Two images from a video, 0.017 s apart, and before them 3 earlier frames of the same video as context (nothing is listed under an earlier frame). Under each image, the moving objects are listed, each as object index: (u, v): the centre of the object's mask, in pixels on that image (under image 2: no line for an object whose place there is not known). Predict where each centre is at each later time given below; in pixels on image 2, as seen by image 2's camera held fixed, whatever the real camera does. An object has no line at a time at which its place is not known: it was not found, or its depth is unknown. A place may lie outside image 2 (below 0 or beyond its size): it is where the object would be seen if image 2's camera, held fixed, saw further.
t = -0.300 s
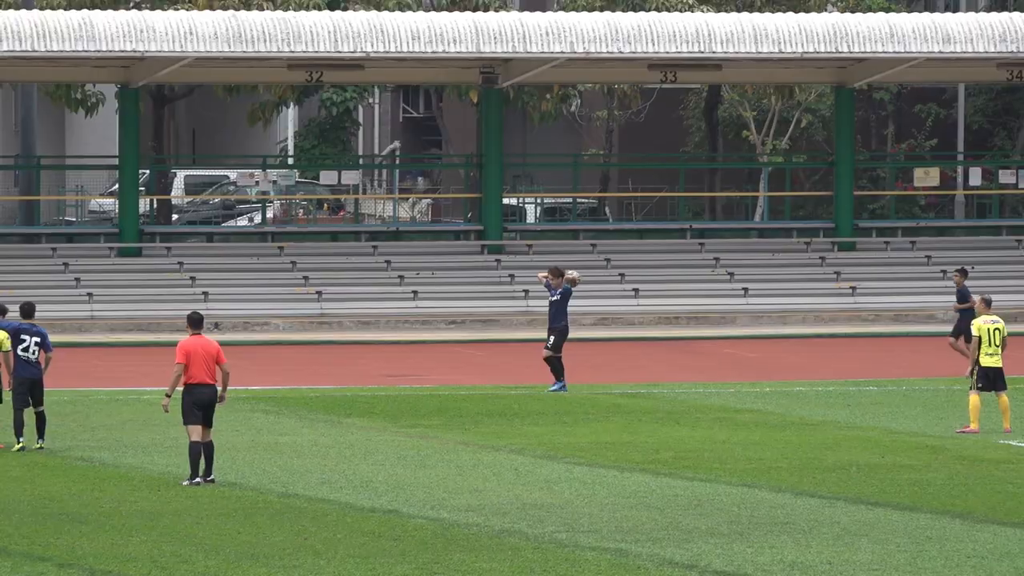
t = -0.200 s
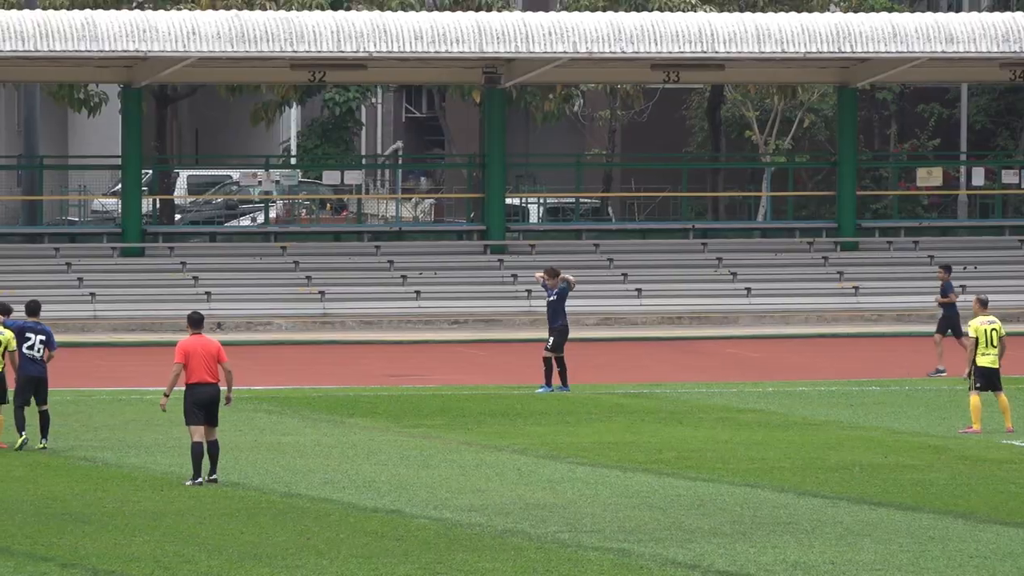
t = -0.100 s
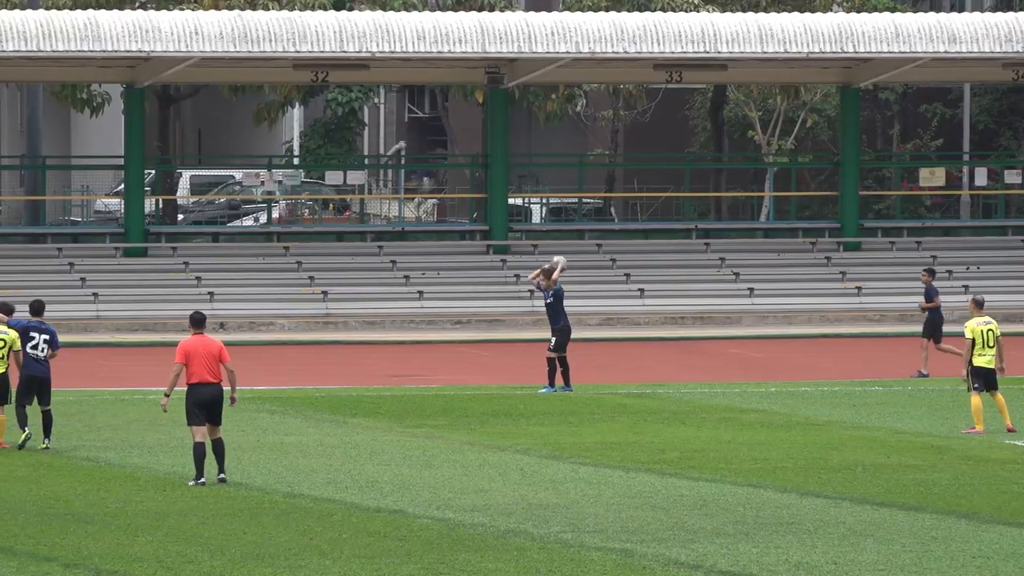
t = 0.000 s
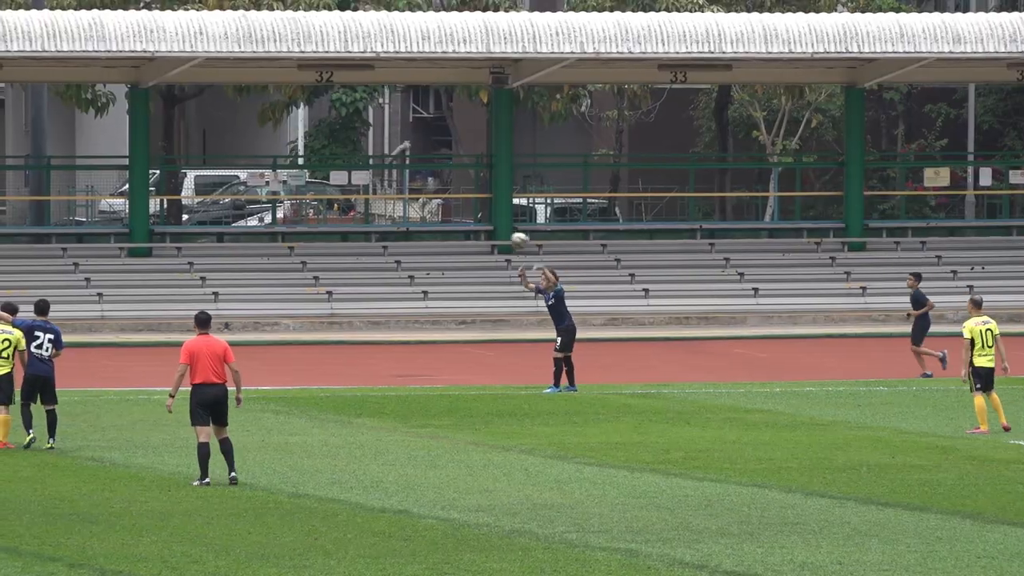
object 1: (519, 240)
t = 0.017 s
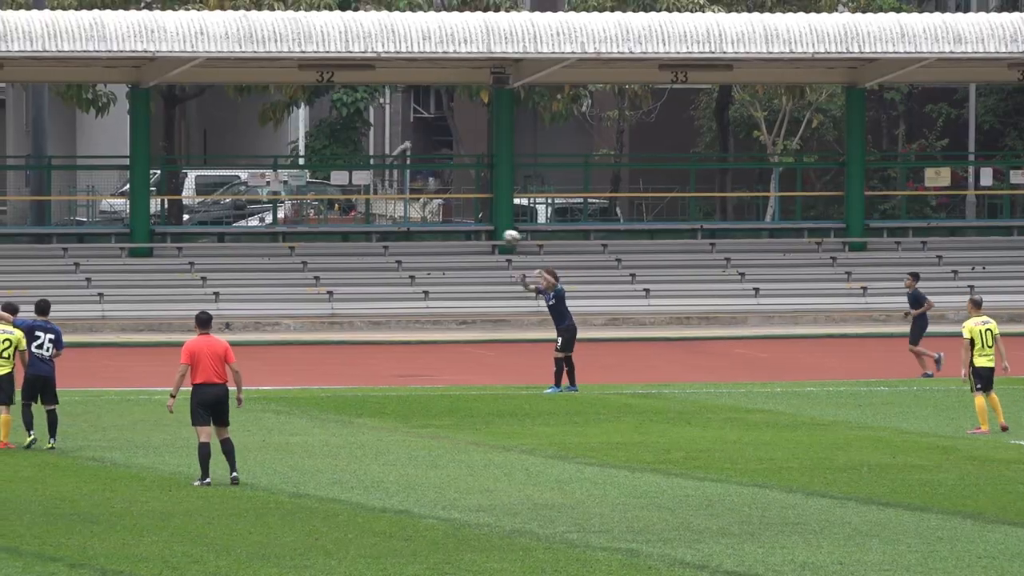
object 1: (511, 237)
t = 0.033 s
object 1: (503, 235)
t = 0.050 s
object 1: (494, 232)
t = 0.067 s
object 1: (485, 230)
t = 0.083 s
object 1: (476, 230)
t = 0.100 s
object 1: (468, 227)
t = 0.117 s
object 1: (459, 225)
